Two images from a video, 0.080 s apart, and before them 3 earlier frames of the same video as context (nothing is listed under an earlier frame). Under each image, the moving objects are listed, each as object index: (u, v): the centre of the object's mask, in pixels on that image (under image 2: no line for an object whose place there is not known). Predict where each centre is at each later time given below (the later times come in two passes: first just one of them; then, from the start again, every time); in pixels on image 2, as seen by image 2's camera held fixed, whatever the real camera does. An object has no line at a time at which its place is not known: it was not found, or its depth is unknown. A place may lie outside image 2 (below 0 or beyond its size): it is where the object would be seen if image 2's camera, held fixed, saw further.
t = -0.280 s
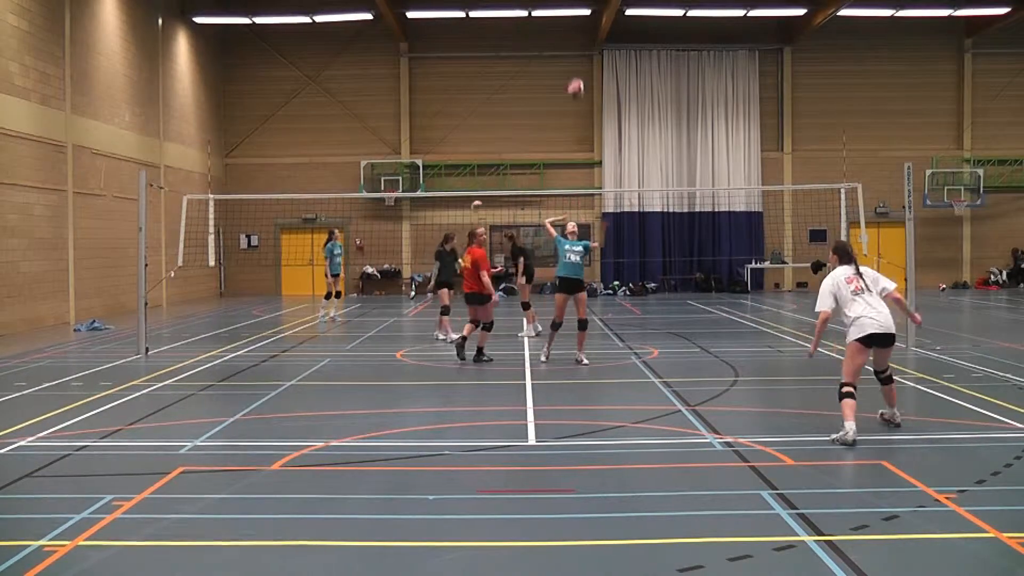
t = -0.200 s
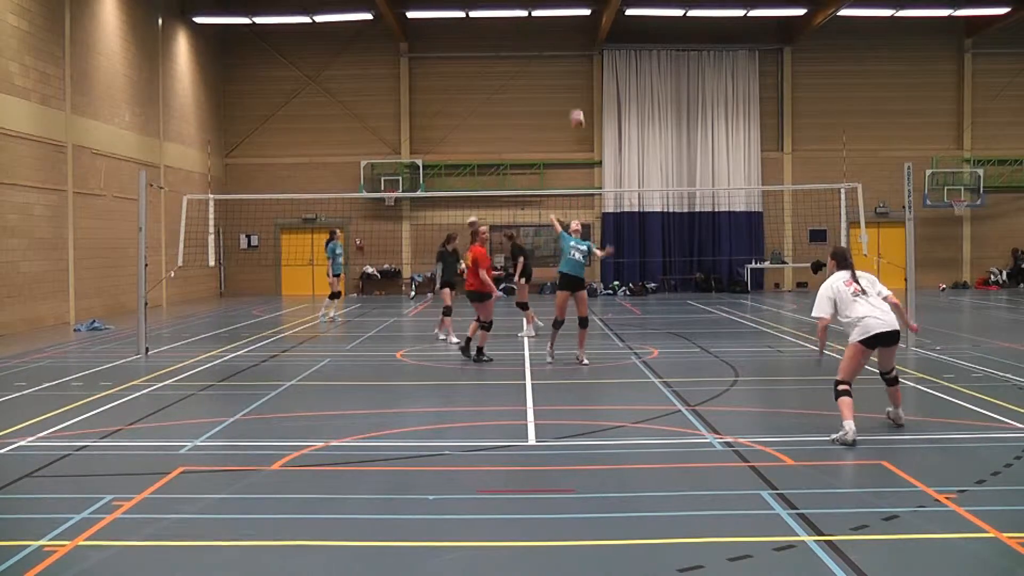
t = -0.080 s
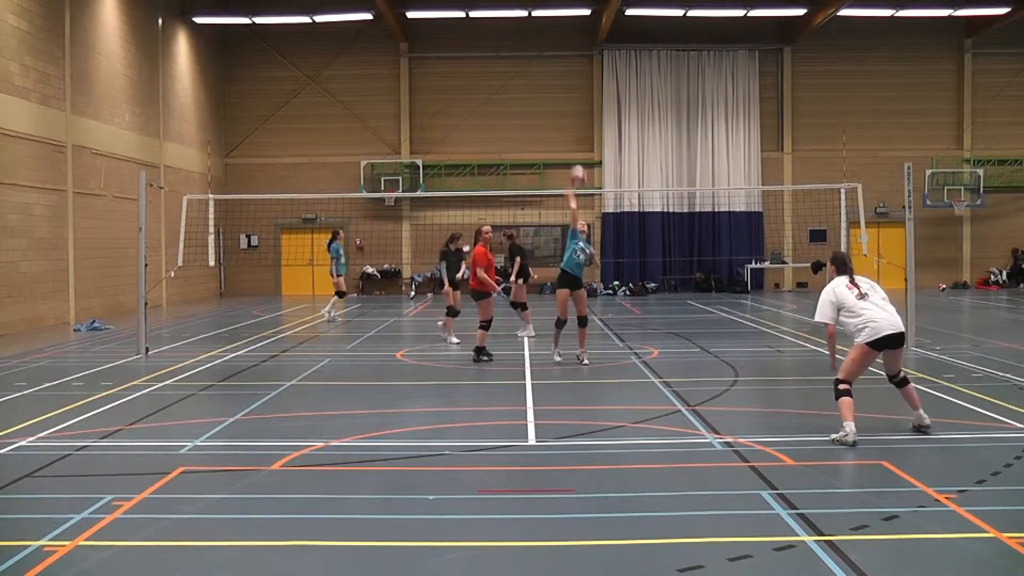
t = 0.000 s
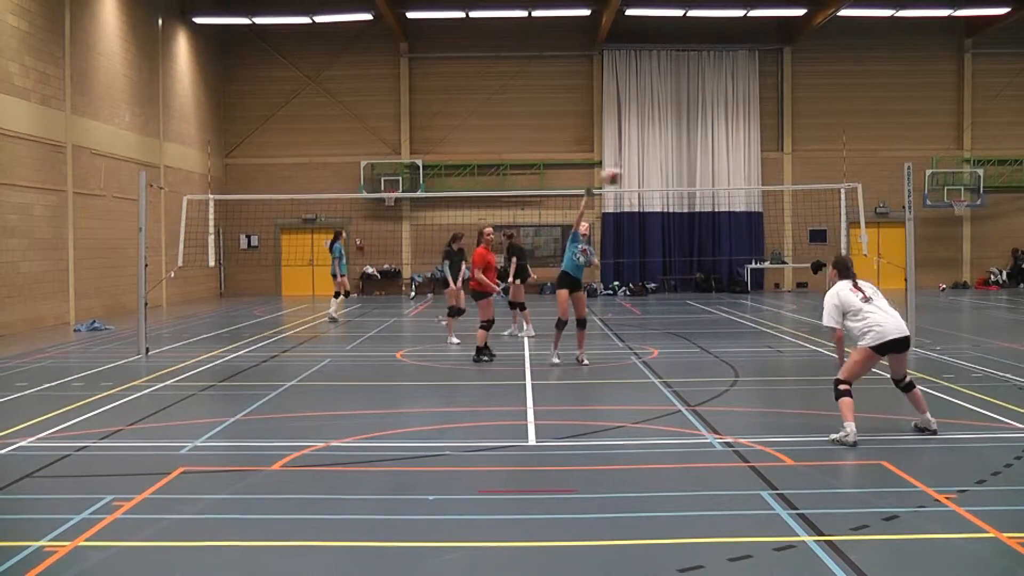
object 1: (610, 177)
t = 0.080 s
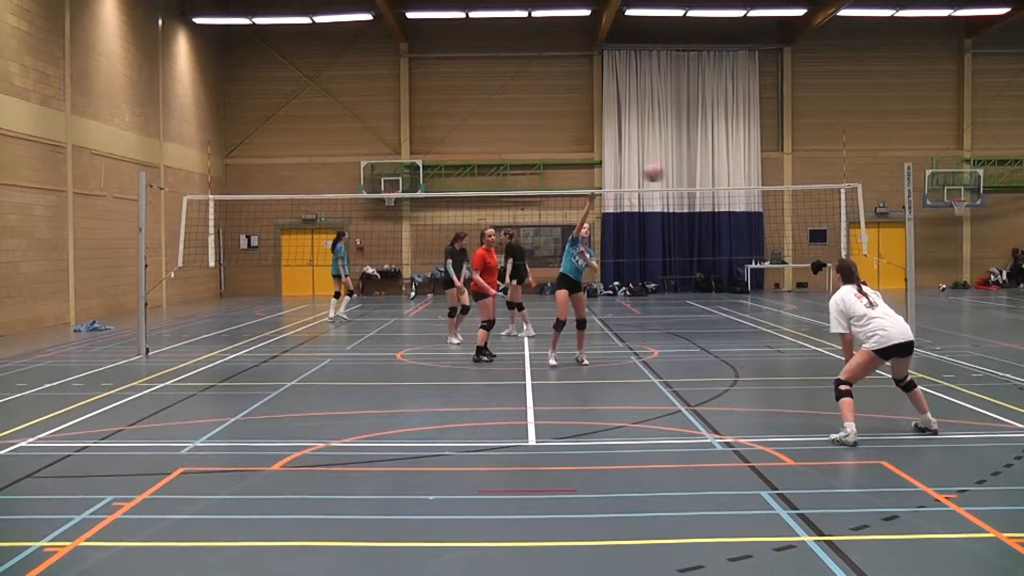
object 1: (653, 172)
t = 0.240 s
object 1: (753, 183)
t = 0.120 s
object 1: (675, 172)
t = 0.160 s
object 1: (699, 175)
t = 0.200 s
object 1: (726, 179)
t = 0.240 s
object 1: (753, 183)
